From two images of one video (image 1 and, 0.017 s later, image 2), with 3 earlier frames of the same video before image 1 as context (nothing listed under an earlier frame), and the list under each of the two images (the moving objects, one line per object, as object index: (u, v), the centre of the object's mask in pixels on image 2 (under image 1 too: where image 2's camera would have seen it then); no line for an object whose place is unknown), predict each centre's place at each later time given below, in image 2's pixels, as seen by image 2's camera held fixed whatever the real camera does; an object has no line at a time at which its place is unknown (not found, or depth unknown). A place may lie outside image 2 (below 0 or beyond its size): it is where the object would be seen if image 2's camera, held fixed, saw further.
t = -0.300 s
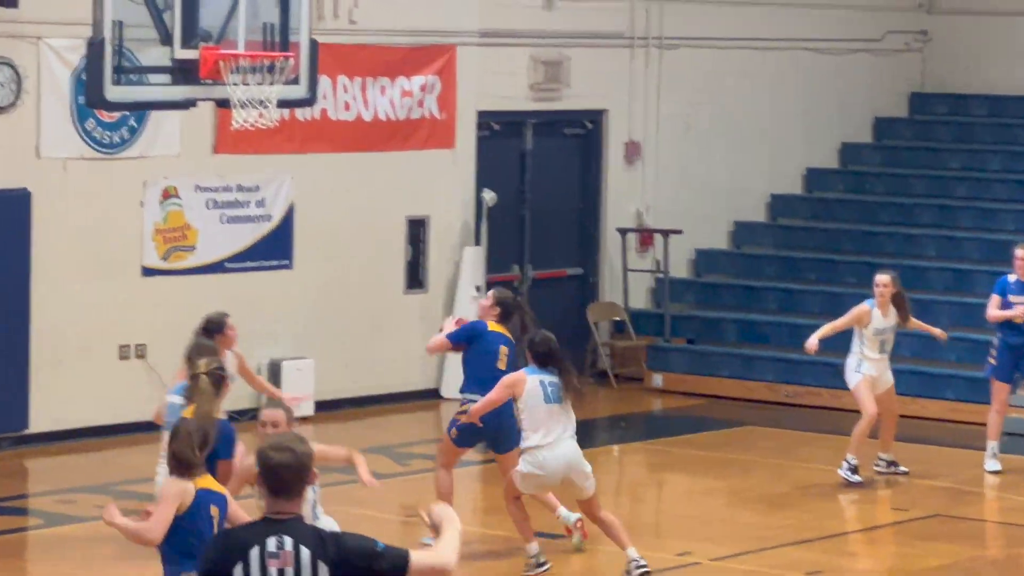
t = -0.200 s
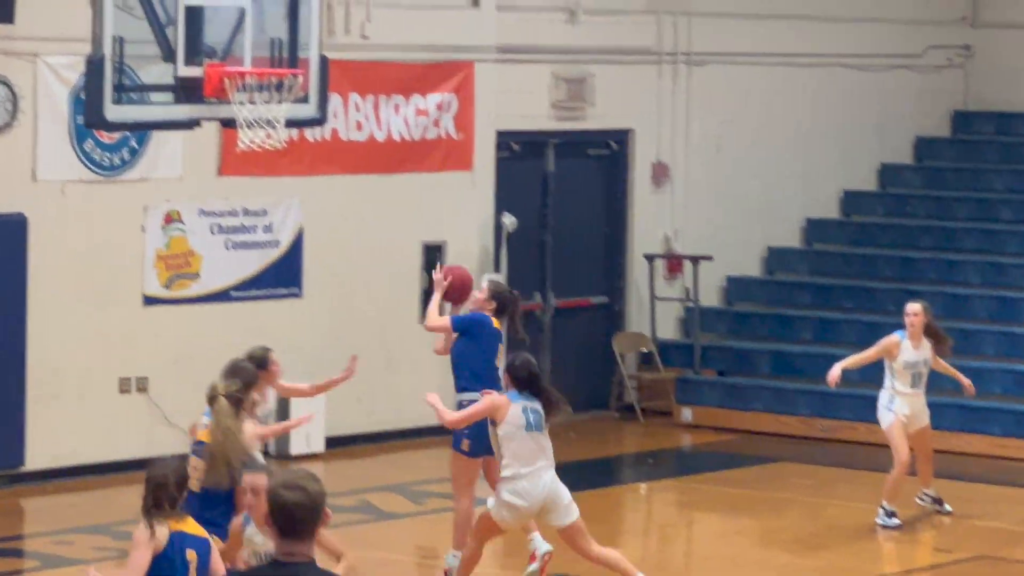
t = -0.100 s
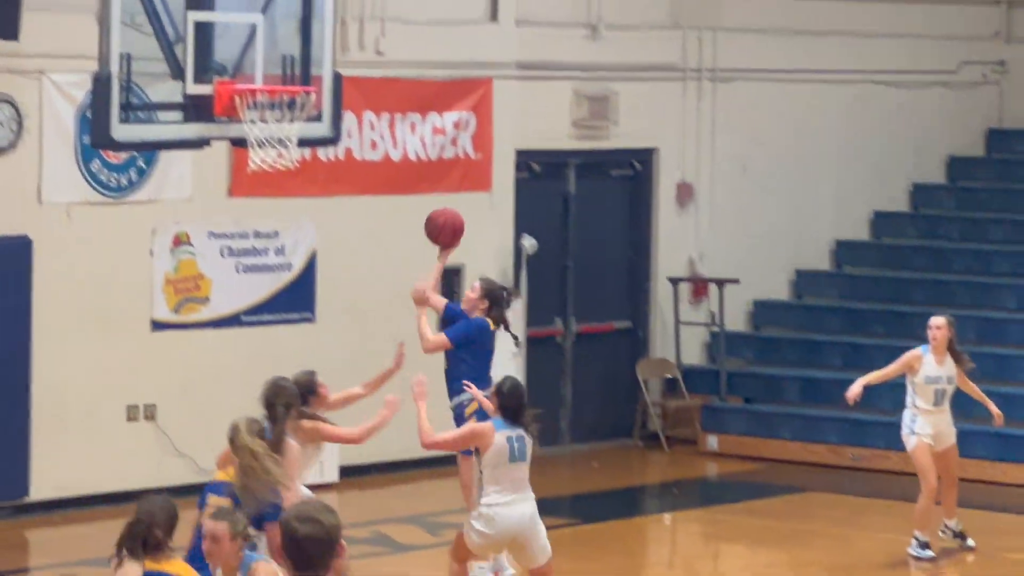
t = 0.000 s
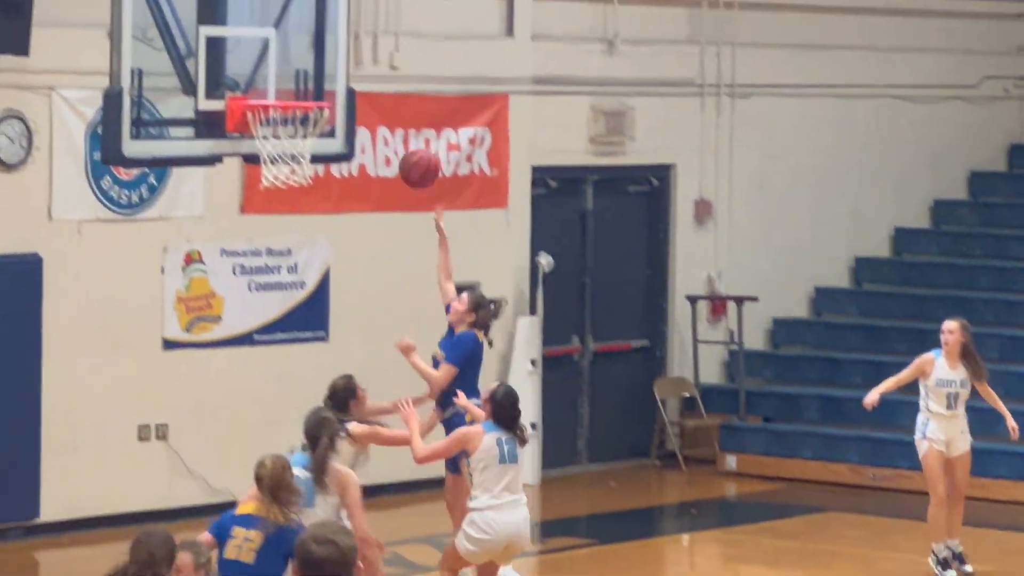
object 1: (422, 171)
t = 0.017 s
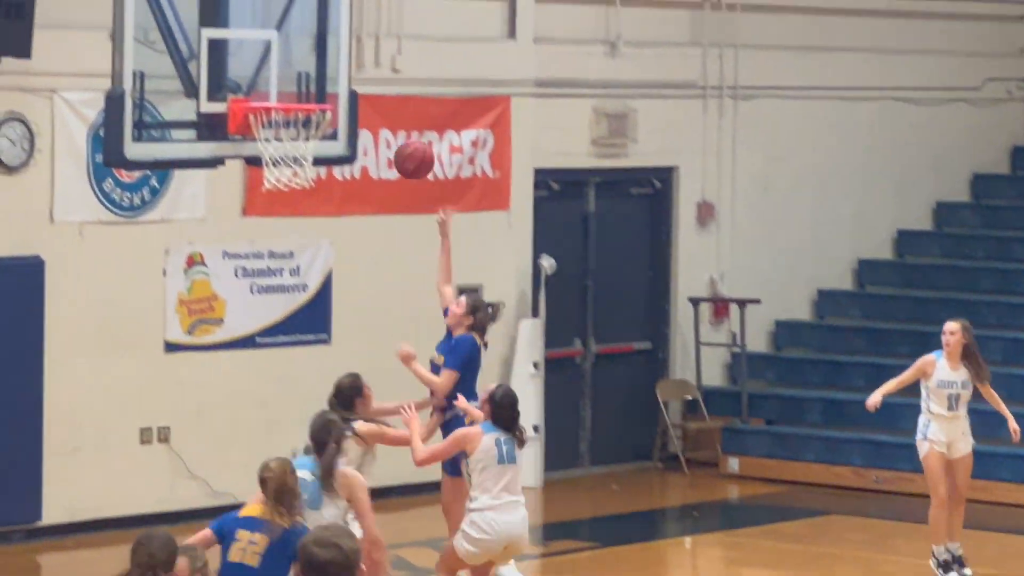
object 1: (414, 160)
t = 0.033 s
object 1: (407, 147)
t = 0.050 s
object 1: (398, 137)
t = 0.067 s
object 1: (392, 128)
